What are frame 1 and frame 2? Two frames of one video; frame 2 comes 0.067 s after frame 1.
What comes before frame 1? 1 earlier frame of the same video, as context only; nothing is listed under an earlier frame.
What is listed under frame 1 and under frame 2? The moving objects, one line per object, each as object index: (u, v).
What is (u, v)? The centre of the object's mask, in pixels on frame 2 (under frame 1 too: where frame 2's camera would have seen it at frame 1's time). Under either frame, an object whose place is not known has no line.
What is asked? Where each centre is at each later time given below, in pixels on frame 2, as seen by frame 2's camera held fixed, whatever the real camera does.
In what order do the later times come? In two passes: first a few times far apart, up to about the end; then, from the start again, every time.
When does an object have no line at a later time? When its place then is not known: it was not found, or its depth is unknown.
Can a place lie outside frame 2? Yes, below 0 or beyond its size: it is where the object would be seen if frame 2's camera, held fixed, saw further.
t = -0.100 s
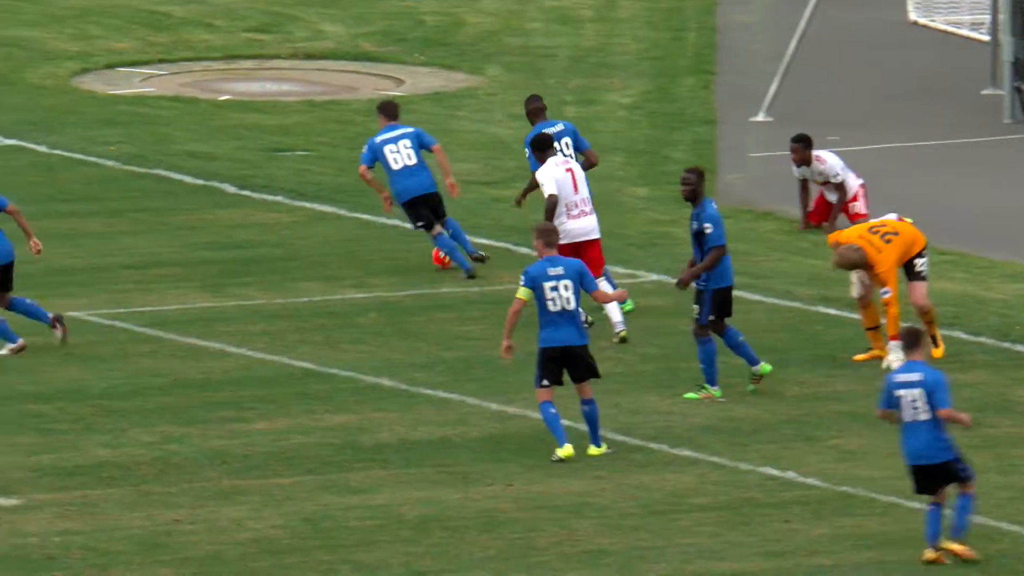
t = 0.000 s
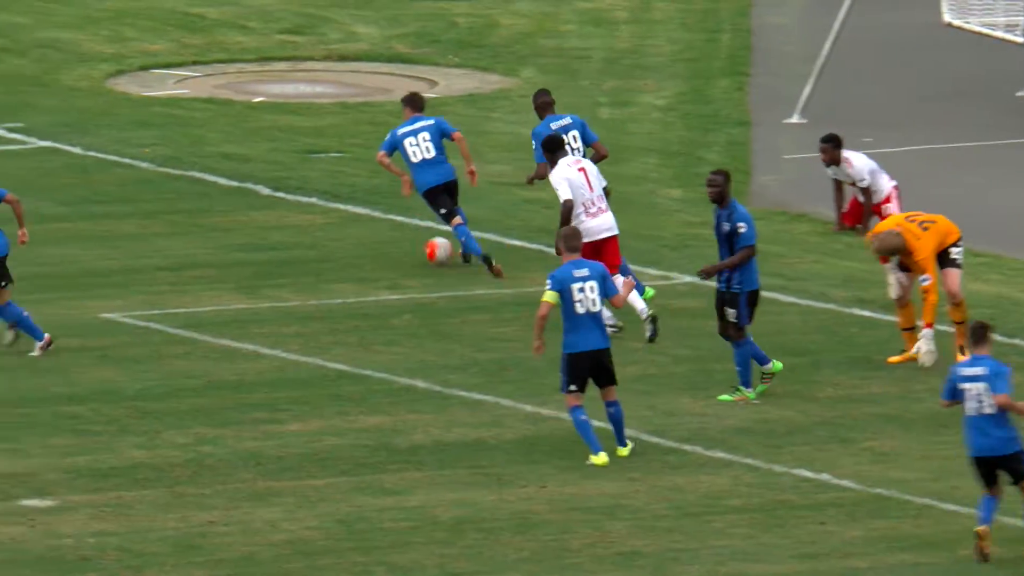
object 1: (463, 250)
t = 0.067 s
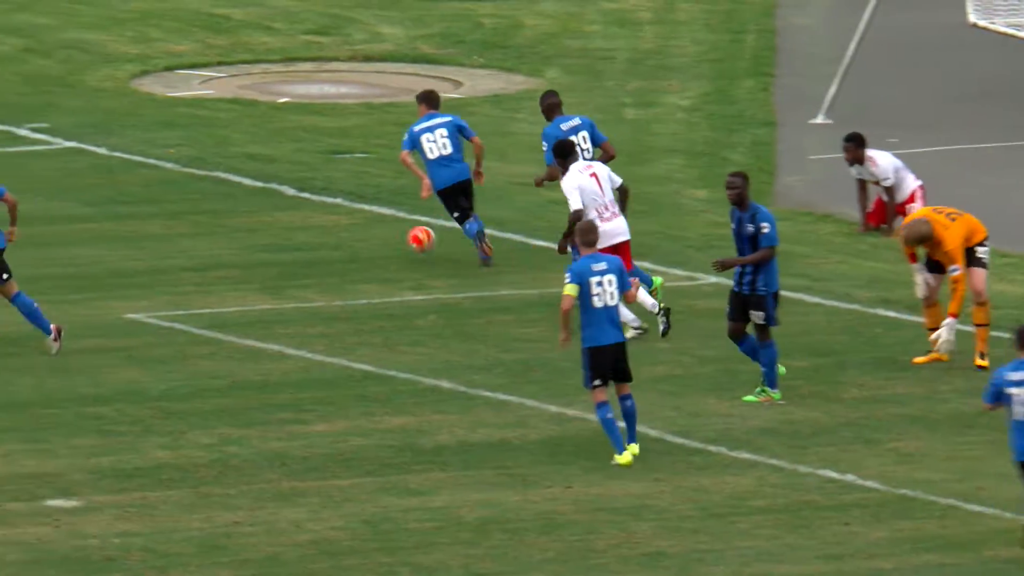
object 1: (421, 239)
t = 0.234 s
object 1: (318, 232)
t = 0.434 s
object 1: (214, 219)
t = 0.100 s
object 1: (401, 235)
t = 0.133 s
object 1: (379, 232)
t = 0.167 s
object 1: (358, 231)
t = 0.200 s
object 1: (338, 230)
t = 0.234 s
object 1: (318, 232)
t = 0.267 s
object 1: (298, 235)
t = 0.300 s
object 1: (279, 233)
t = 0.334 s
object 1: (263, 227)
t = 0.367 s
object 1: (246, 223)
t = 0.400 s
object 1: (229, 221)
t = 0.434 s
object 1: (214, 219)
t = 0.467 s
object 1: (198, 219)
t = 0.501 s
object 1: (181, 220)
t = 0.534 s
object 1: (165, 220)
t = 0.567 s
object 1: (149, 217)
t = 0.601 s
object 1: (133, 215)
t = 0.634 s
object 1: (116, 214)
